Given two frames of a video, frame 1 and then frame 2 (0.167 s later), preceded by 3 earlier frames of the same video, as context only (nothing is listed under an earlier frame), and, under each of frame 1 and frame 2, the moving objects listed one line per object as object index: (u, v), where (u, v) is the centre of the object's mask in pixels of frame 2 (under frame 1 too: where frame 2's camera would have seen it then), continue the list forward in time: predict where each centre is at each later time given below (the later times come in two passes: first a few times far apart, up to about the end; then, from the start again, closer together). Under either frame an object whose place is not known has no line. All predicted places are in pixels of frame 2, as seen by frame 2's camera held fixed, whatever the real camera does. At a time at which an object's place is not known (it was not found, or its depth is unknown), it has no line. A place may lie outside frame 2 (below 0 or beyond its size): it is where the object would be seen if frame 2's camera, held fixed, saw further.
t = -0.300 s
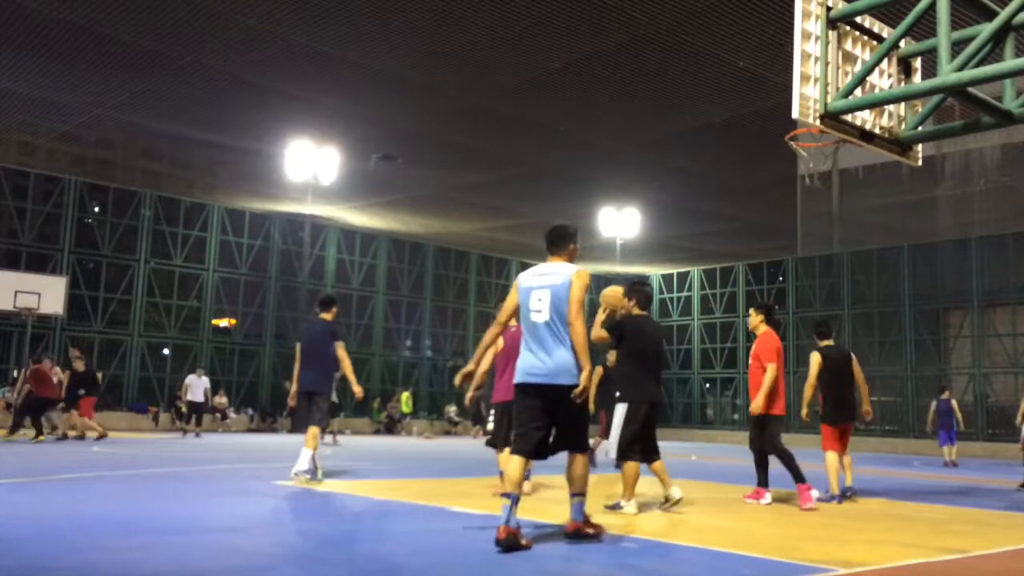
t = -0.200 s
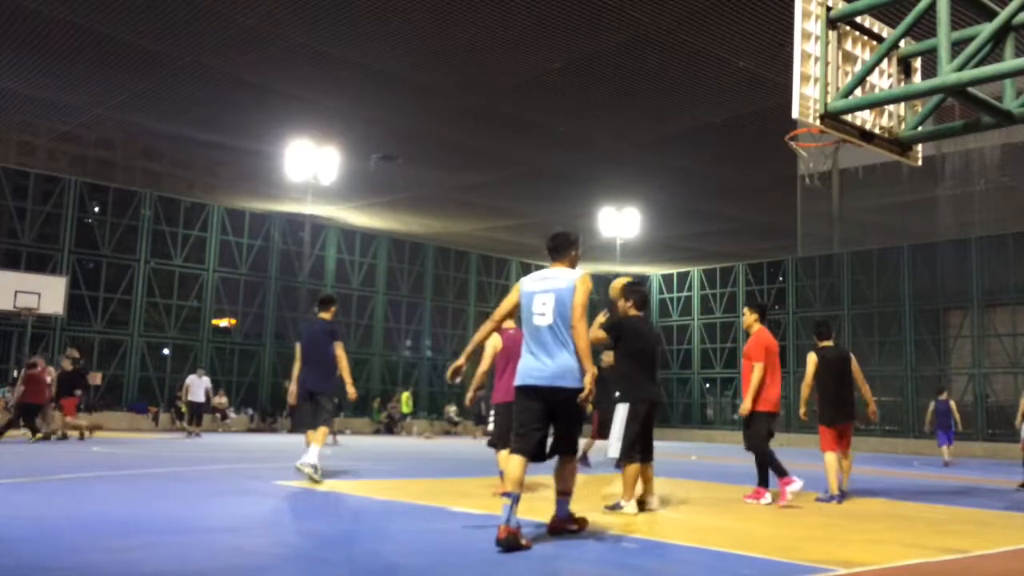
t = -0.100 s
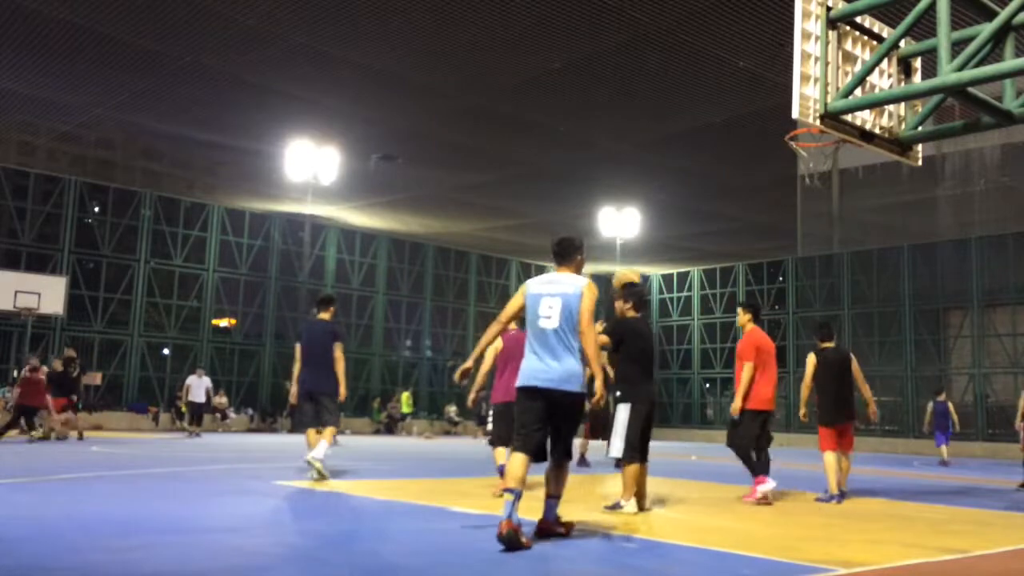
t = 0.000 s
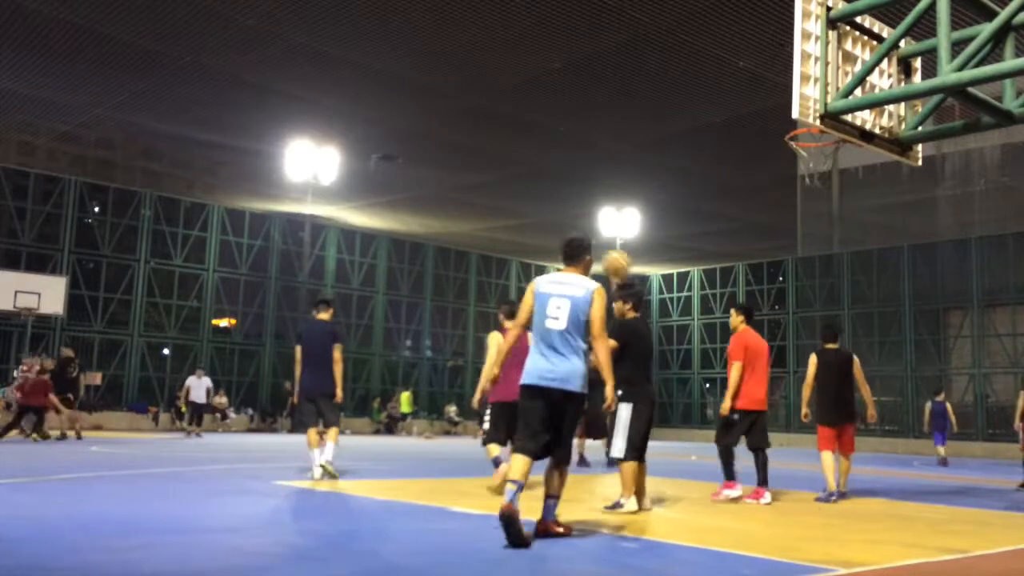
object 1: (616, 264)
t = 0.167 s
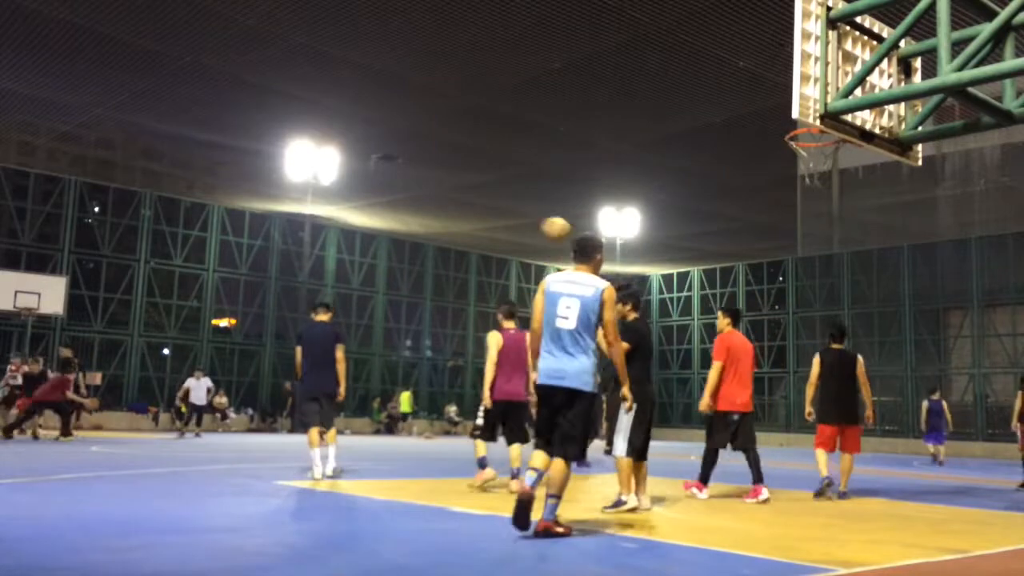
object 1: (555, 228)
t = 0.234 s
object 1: (532, 224)
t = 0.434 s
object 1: (473, 236)
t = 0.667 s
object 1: (412, 295)
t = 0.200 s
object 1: (544, 225)
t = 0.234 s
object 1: (532, 224)
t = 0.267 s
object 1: (522, 224)
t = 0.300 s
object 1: (512, 225)
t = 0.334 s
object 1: (501, 226)
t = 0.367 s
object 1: (492, 228)
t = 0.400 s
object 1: (482, 232)
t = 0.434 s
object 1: (473, 236)
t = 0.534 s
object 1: (446, 257)
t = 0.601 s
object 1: (429, 275)
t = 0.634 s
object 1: (421, 284)
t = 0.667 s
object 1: (412, 295)
